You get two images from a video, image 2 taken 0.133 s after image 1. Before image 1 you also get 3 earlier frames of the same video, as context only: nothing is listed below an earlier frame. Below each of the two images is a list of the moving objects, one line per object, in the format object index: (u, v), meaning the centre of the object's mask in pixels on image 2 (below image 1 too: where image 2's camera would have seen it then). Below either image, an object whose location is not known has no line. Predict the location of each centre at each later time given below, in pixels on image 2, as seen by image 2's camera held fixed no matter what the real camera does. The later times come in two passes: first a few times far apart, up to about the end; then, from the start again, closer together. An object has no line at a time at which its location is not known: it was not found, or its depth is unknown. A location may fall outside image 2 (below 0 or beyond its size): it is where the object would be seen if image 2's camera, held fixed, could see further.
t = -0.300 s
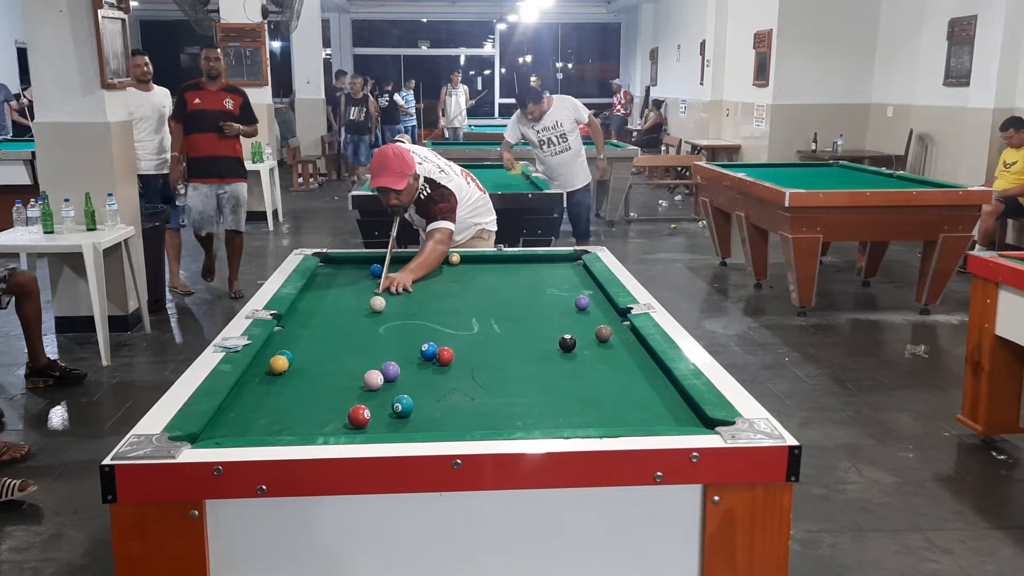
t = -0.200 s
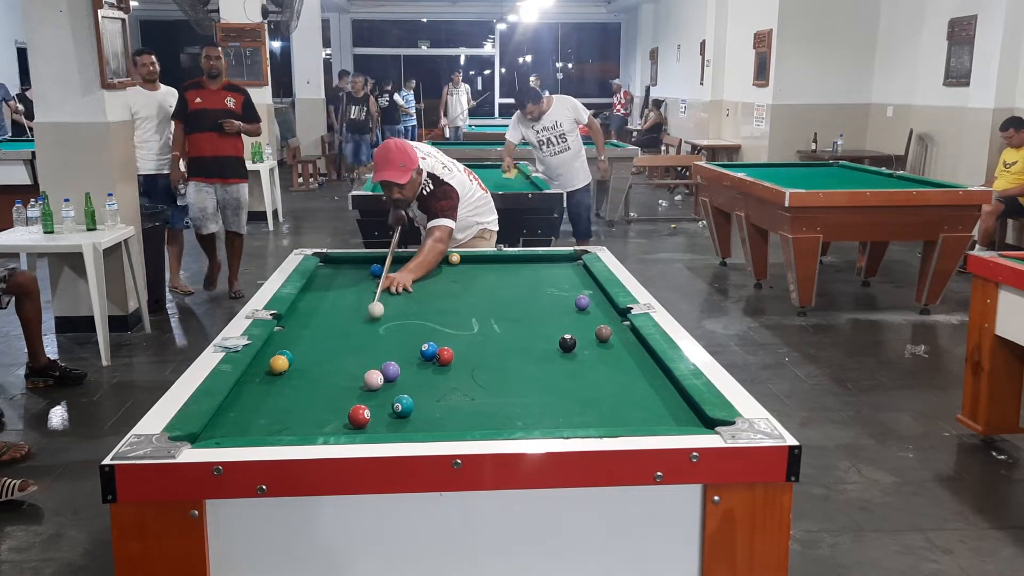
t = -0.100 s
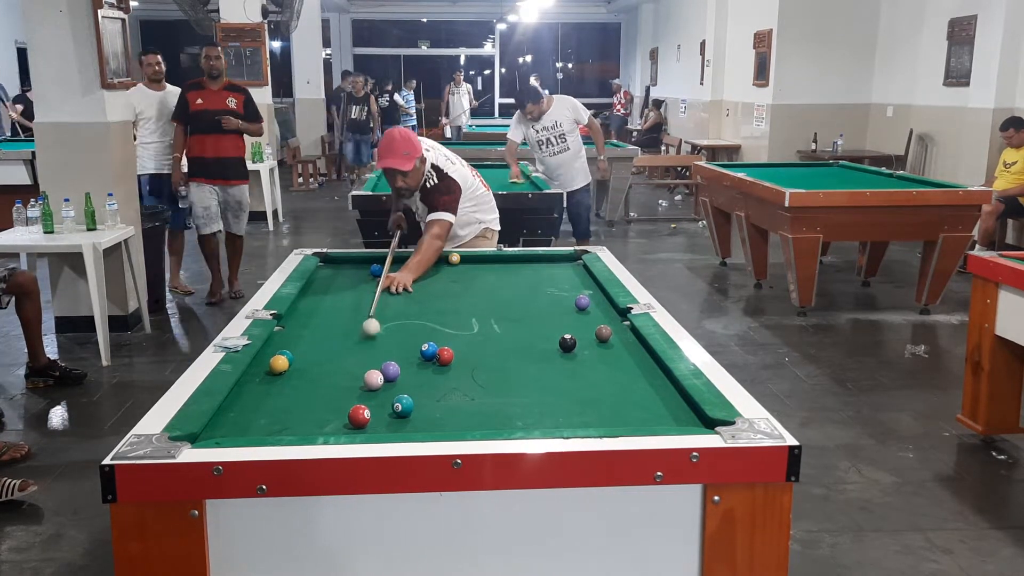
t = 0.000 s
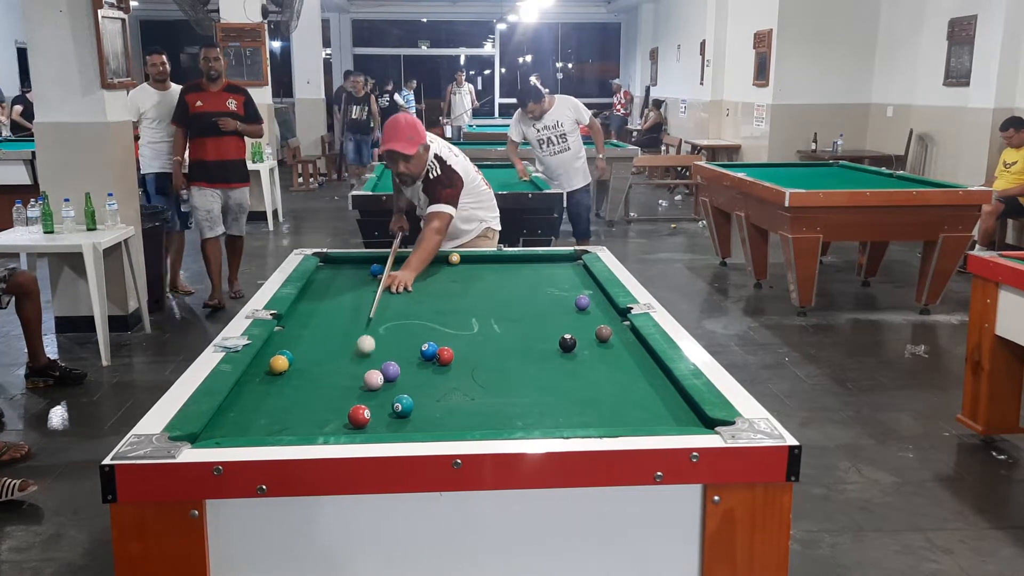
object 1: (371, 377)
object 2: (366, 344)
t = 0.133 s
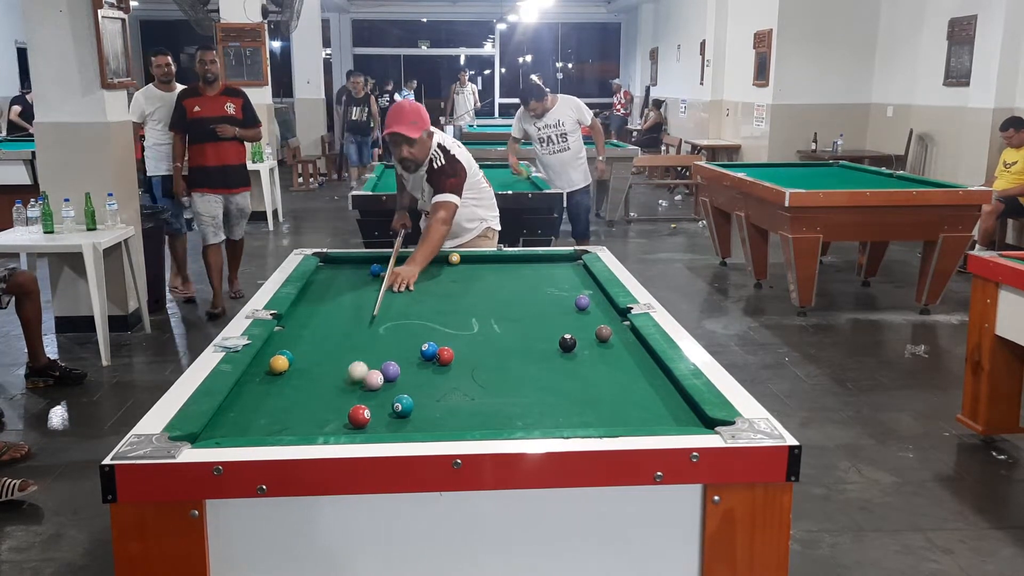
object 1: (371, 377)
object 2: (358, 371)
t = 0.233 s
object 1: (396, 382)
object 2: (330, 391)
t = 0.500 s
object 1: (462, 395)
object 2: (253, 421)
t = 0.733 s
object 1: (522, 408)
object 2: (254, 388)
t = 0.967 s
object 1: (585, 421)
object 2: (301, 365)
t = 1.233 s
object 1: (632, 418)
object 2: (359, 349)
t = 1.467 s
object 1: (660, 412)
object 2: (402, 337)
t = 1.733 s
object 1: (678, 403)
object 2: (446, 325)
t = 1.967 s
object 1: (653, 398)
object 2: (480, 316)
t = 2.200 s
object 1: (630, 394)
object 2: (509, 308)
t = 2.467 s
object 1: (609, 389)
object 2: (539, 300)
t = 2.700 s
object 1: (593, 386)
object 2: (563, 294)
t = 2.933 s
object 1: (580, 383)
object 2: (584, 288)
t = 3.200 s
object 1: (568, 381)
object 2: (587, 284)
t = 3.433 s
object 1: (560, 379)
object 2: (573, 281)
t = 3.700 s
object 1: (553, 378)
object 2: (560, 279)
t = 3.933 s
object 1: (549, 378)
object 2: (550, 278)
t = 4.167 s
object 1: (549, 378)
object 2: (541, 276)
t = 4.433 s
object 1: (550, 378)
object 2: (533, 275)
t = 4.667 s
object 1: (550, 378)
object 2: (528, 274)
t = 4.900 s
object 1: (550, 378)
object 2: (524, 273)
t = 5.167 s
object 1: (549, 378)
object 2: (521, 273)
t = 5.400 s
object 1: (549, 378)
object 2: (520, 273)
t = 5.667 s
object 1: (550, 378)
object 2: (520, 273)
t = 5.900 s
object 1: (549, 378)
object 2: (520, 273)
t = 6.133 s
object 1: (552, 378)
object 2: (520, 273)
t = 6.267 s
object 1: (549, 378)
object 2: (520, 273)
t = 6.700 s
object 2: (519, 273)
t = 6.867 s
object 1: (549, 375)
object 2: (521, 273)
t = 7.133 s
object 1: (549, 375)
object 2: (521, 273)
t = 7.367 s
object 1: (550, 375)
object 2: (521, 273)
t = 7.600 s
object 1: (549, 375)
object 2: (521, 273)
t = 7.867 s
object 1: (549, 374)
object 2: (521, 273)
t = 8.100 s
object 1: (549, 375)
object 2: (520, 273)
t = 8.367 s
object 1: (549, 375)
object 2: (521, 273)
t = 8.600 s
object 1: (549, 375)
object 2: (521, 273)
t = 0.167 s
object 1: (376, 378)
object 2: (351, 378)
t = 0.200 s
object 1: (387, 380)
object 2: (340, 384)
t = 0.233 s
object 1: (396, 382)
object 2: (330, 391)
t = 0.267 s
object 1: (404, 383)
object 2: (319, 398)
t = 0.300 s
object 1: (412, 385)
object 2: (308, 405)
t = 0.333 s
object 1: (420, 387)
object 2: (297, 413)
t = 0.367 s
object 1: (429, 388)
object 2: (286, 420)
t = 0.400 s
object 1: (437, 390)
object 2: (273, 426)
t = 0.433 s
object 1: (445, 392)
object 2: (260, 430)
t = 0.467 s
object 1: (454, 394)
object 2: (256, 425)
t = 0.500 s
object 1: (462, 395)
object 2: (253, 421)
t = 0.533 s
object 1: (470, 397)
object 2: (249, 416)
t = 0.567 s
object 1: (479, 399)
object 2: (245, 410)
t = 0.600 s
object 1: (488, 401)
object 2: (242, 405)
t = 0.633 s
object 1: (496, 403)
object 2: (238, 400)
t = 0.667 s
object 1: (505, 405)
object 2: (239, 396)
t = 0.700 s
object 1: (514, 407)
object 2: (247, 392)
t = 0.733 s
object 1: (522, 408)
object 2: (254, 388)
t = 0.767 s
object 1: (531, 410)
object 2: (260, 384)
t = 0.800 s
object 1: (540, 412)
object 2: (267, 380)
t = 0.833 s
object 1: (549, 414)
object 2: (273, 377)
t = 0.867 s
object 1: (558, 417)
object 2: (280, 373)
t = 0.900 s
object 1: (567, 419)
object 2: (285, 370)
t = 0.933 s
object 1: (576, 420)
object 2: (293, 368)
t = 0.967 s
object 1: (585, 421)
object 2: (301, 365)
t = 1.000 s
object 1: (594, 422)
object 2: (309, 363)
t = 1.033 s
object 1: (603, 422)
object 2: (317, 360)
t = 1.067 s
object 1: (609, 422)
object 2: (324, 358)
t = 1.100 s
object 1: (614, 421)
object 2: (331, 356)
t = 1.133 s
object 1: (618, 421)
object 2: (339, 354)
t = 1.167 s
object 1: (623, 420)
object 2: (345, 353)
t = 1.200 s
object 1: (627, 419)
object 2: (352, 351)
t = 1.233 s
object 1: (632, 418)
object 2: (359, 349)
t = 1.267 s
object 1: (636, 417)
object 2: (365, 347)
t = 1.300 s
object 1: (640, 417)
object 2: (372, 345)
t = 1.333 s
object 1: (644, 416)
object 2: (378, 343)
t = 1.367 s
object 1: (648, 415)
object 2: (385, 342)
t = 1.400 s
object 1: (652, 414)
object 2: (391, 340)
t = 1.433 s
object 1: (656, 413)
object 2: (397, 338)
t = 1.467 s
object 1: (660, 412)
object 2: (402, 337)
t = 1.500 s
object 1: (664, 411)
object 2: (408, 335)
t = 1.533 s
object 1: (668, 409)
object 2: (414, 334)
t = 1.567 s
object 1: (672, 408)
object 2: (420, 332)
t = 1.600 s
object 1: (676, 407)
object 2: (425, 331)
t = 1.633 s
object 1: (679, 406)
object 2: (430, 329)
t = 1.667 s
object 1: (682, 405)
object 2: (436, 328)
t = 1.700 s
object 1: (682, 404)
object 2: (441, 326)
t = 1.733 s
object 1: (678, 403)
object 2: (446, 325)
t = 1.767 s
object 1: (674, 403)
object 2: (451, 324)
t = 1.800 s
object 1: (671, 402)
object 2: (456, 322)
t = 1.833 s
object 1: (667, 401)
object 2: (461, 321)
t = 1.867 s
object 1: (663, 400)
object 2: (465, 320)
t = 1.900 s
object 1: (660, 400)
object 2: (470, 318)
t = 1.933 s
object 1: (656, 399)
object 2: (475, 317)
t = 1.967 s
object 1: (653, 398)
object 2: (480, 316)
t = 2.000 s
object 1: (649, 398)
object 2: (484, 315)
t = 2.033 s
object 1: (646, 397)
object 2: (488, 314)
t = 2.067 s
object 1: (643, 396)
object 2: (493, 312)
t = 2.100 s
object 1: (640, 396)
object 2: (497, 311)
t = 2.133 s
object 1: (636, 395)
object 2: (501, 310)
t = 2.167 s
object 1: (633, 395)
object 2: (505, 309)
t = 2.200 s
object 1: (630, 394)
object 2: (509, 308)
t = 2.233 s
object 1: (628, 393)
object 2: (513, 307)
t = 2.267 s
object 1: (625, 393)
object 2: (517, 306)
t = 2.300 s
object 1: (622, 392)
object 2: (521, 305)
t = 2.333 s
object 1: (619, 392)
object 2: (525, 304)
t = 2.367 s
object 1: (617, 391)
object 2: (528, 303)
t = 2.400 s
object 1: (614, 391)
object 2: (532, 302)
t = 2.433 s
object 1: (611, 390)
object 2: (536, 301)
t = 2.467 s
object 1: (609, 389)
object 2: (539, 300)
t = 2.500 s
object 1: (606, 389)
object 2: (543, 299)
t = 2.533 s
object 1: (604, 388)
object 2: (546, 298)
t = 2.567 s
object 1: (602, 388)
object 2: (550, 297)
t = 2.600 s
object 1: (599, 387)
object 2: (553, 296)
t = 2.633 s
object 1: (597, 387)
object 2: (557, 295)
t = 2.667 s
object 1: (595, 386)
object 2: (560, 295)
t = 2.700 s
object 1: (593, 386)
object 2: (563, 294)
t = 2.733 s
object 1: (591, 385)
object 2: (566, 293)
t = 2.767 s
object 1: (589, 385)
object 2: (569, 292)
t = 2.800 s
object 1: (587, 385)
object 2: (573, 291)
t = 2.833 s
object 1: (586, 384)
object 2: (575, 290)
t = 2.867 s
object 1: (584, 384)
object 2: (578, 289)
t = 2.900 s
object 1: (582, 383)
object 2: (581, 288)
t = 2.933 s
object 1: (580, 383)
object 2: (584, 288)
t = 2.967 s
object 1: (578, 383)
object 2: (587, 287)
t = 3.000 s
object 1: (577, 382)
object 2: (590, 287)
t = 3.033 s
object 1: (575, 382)
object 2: (593, 286)
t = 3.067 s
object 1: (574, 382)
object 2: (594, 285)
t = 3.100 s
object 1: (572, 382)
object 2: (592, 285)
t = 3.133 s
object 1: (571, 381)
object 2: (590, 284)
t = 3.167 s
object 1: (569, 381)
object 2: (589, 284)
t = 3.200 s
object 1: (568, 381)
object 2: (587, 284)
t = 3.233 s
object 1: (567, 381)
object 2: (584, 283)
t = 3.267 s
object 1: (565, 381)
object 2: (582, 283)
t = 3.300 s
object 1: (564, 380)
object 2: (581, 283)
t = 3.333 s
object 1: (563, 380)
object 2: (579, 282)
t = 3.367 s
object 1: (562, 380)
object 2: (577, 282)
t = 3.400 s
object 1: (561, 380)
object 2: (575, 282)
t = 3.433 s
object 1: (560, 379)
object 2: (573, 281)
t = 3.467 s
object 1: (559, 379)
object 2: (571, 281)
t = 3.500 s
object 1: (558, 379)
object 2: (570, 281)
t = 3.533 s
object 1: (557, 379)
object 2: (568, 281)
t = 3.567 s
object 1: (556, 379)
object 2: (566, 280)
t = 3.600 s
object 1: (555, 379)
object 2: (564, 280)
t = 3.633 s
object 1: (555, 379)
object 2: (563, 280)
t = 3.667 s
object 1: (554, 378)
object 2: (561, 280)
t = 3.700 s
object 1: (553, 378)
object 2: (560, 279)
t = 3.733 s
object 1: (552, 378)
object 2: (558, 279)
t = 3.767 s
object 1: (552, 378)
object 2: (557, 279)
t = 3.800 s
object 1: (551, 378)
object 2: (555, 278)
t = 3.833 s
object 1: (551, 378)
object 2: (554, 278)
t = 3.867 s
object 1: (550, 378)
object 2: (552, 278)
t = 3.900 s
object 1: (550, 378)
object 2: (551, 278)
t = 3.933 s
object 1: (549, 378)
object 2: (550, 278)
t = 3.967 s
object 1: (549, 378)
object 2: (548, 277)
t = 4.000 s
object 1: (549, 378)
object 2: (547, 277)
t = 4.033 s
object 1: (549, 378)
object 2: (546, 277)
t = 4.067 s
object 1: (549, 378)
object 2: (544, 277)
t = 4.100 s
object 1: (549, 378)
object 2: (543, 276)
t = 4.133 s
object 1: (549, 378)
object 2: (542, 276)
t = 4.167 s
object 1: (549, 378)
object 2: (541, 276)
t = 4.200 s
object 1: (549, 378)
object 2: (540, 276)
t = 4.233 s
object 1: (549, 378)
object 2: (539, 276)
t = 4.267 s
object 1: (549, 378)
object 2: (538, 276)
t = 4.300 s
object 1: (549, 378)
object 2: (537, 275)
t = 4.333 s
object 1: (550, 378)
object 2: (536, 275)
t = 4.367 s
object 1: (549, 378)
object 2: (535, 275)
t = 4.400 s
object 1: (550, 378)
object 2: (534, 275)
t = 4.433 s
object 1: (550, 378)
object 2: (533, 275)
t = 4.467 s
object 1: (549, 378)
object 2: (532, 274)
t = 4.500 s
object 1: (549, 378)
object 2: (531, 274)
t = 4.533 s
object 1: (549, 378)
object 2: (531, 274)
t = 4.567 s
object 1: (550, 378)
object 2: (530, 274)
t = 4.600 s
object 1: (549, 378)
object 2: (529, 274)
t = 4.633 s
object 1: (549, 378)
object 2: (528, 274)
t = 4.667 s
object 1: (550, 378)
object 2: (528, 274)
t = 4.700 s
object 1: (550, 378)
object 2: (527, 274)
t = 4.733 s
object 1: (550, 378)
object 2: (526, 274)
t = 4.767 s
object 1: (550, 378)
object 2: (526, 274)
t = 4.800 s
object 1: (550, 378)
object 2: (525, 274)
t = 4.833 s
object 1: (550, 378)
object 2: (524, 273)
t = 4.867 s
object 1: (550, 378)
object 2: (524, 273)
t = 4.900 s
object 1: (550, 378)
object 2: (524, 273)
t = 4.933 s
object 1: (550, 378)
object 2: (523, 273)
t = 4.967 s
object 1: (550, 378)
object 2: (523, 273)
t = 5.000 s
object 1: (549, 378)
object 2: (522, 273)
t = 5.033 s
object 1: (549, 378)
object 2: (522, 273)
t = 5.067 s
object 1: (550, 378)
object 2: (521, 273)
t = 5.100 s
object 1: (549, 378)
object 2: (521, 273)
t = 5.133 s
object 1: (549, 378)
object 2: (521, 273)
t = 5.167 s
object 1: (549, 378)
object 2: (521, 273)
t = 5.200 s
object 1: (549, 378)
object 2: (520, 273)
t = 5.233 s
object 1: (550, 378)
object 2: (520, 273)
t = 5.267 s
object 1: (550, 378)
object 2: (520, 273)
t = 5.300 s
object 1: (549, 378)
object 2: (520, 273)
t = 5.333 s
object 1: (550, 378)
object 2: (520, 273)
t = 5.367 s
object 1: (549, 378)
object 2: (520, 273)
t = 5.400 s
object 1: (549, 378)
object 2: (520, 273)
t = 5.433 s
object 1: (550, 378)
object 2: (520, 273)
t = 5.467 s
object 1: (549, 378)
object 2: (520, 273)
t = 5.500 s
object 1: (549, 378)
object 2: (520, 273)
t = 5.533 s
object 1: (550, 378)
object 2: (520, 273)
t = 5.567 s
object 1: (549, 378)
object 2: (520, 273)
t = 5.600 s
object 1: (550, 378)
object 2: (520, 273)
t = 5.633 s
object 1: (550, 378)
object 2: (520, 273)
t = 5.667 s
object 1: (550, 378)
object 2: (520, 273)
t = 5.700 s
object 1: (550, 378)
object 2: (520, 273)
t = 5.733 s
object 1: (550, 378)
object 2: (520, 273)
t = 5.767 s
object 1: (549, 378)
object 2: (520, 273)
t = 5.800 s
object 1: (549, 378)
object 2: (520, 273)
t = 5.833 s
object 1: (549, 378)
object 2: (520, 273)
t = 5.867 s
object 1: (549, 378)
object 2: (520, 273)
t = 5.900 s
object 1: (549, 378)
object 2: (520, 273)
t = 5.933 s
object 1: (549, 378)
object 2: (520, 273)
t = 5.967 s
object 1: (549, 378)
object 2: (520, 273)
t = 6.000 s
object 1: (549, 378)
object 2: (520, 273)
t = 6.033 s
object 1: (549, 378)
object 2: (520, 273)
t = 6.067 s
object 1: (549, 378)
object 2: (521, 273)
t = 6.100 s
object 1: (550, 378)
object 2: (518, 273)
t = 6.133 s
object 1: (552, 378)
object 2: (520, 273)
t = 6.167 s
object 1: (549, 378)
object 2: (520, 273)
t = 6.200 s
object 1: (549, 378)
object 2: (520, 273)
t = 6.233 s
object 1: (550, 378)
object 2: (520, 273)
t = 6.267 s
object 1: (549, 378)
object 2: (520, 273)
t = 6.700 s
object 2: (519, 273)
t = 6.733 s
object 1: (549, 375)
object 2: (521, 273)
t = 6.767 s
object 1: (548, 373)
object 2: (521, 273)
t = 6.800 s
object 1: (549, 375)
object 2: (521, 273)
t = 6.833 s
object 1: (549, 375)
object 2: (521, 273)
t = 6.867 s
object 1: (549, 375)
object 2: (521, 273)
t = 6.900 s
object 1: (549, 375)
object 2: (521, 273)
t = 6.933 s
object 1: (549, 375)
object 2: (521, 273)
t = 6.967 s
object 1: (549, 374)
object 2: (521, 273)
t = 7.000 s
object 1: (549, 375)
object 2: (521, 273)
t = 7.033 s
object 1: (549, 375)
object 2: (521, 273)
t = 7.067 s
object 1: (549, 375)
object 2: (521, 273)
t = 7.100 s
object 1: (549, 375)
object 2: (521, 273)
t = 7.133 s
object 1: (549, 375)
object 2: (521, 273)
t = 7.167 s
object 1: (549, 374)
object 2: (521, 273)
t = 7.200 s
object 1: (550, 374)
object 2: (521, 273)
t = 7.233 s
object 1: (549, 375)
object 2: (521, 273)
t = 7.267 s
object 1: (549, 375)
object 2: (521, 273)
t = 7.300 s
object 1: (550, 375)
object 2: (521, 273)
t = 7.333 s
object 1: (549, 375)
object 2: (521, 273)
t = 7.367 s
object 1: (550, 375)
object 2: (521, 273)
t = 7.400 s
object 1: (550, 375)
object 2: (521, 273)
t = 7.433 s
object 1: (550, 375)
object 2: (521, 273)
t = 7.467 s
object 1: (550, 375)
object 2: (521, 273)
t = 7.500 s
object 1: (550, 375)
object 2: (521, 273)
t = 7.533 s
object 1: (550, 375)
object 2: (521, 273)
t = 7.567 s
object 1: (549, 375)
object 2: (521, 273)
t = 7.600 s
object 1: (549, 375)
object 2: (521, 273)
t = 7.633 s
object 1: (549, 375)
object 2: (521, 273)
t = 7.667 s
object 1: (549, 375)
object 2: (521, 273)
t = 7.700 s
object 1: (549, 375)
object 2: (521, 273)
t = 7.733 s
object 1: (549, 375)
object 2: (521, 273)
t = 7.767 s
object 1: (549, 375)
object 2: (521, 273)
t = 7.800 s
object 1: (549, 374)
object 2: (521, 273)
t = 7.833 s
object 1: (549, 375)
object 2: (521, 273)
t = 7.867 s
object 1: (549, 374)
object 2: (521, 273)
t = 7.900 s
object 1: (549, 375)
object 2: (521, 273)
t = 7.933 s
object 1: (549, 375)
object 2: (521, 273)
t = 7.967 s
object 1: (549, 375)
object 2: (521, 273)
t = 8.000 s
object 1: (549, 375)
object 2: (521, 273)
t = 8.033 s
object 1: (549, 375)
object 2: (521, 273)
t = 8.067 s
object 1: (549, 375)
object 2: (521, 273)
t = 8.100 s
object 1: (549, 375)
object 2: (520, 273)
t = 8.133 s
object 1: (549, 375)
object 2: (520, 273)
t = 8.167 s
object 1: (549, 375)
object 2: (521, 273)
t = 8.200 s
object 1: (549, 375)
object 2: (521, 273)
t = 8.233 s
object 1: (549, 375)
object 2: (521, 273)
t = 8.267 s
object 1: (549, 375)
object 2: (521, 273)
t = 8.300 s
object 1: (549, 375)
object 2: (521, 273)
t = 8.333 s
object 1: (549, 375)
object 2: (521, 273)
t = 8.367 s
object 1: (549, 375)
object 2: (521, 273)
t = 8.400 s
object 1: (549, 375)
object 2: (521, 273)
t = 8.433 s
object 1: (549, 375)
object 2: (521, 273)
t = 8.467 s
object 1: (549, 375)
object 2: (521, 273)
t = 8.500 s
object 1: (549, 375)
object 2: (521, 273)
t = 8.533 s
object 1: (549, 375)
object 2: (521, 273)
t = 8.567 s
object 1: (549, 375)
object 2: (521, 273)
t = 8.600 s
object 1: (549, 375)
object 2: (521, 273)
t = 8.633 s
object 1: (549, 375)
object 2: (521, 273)
